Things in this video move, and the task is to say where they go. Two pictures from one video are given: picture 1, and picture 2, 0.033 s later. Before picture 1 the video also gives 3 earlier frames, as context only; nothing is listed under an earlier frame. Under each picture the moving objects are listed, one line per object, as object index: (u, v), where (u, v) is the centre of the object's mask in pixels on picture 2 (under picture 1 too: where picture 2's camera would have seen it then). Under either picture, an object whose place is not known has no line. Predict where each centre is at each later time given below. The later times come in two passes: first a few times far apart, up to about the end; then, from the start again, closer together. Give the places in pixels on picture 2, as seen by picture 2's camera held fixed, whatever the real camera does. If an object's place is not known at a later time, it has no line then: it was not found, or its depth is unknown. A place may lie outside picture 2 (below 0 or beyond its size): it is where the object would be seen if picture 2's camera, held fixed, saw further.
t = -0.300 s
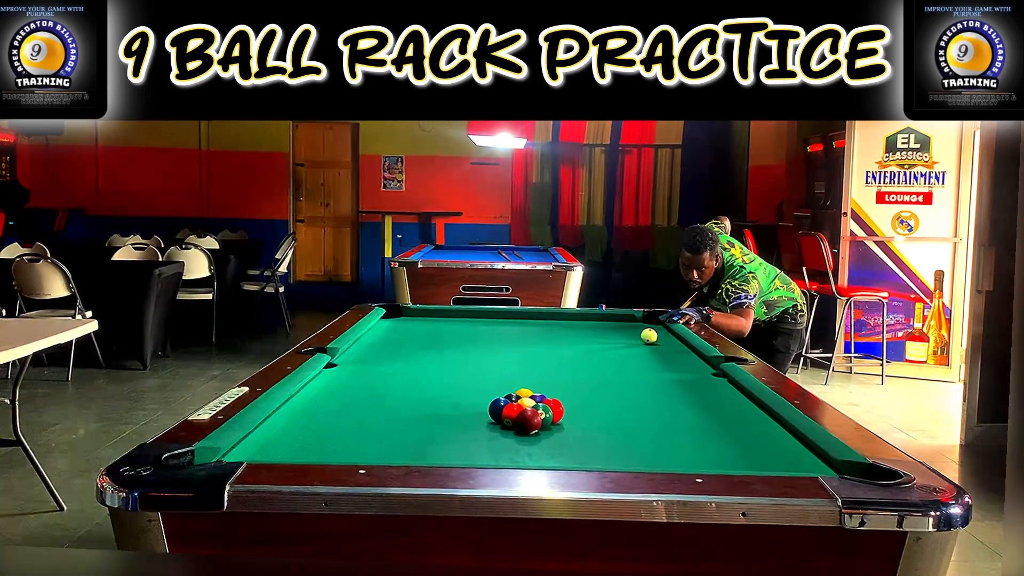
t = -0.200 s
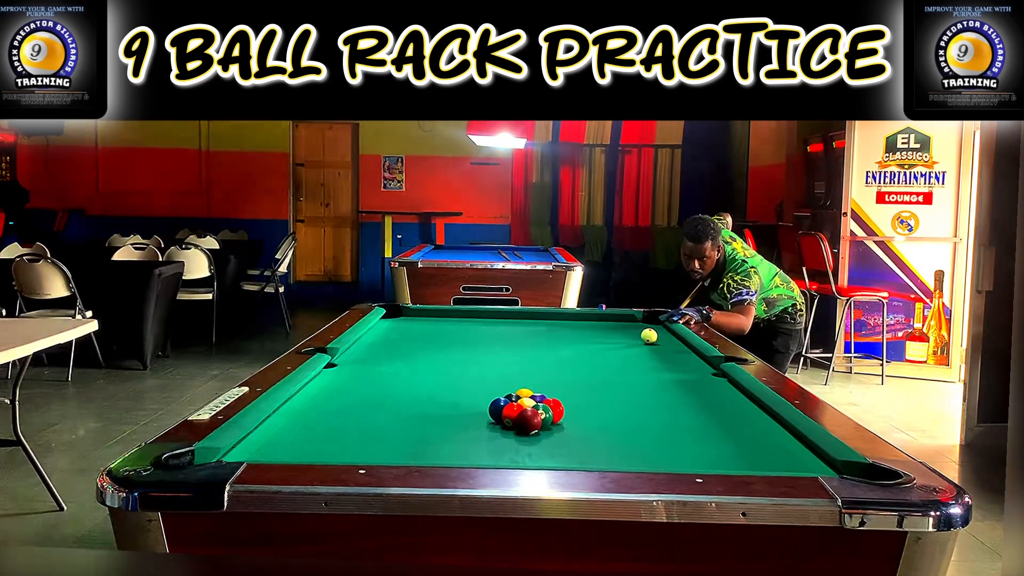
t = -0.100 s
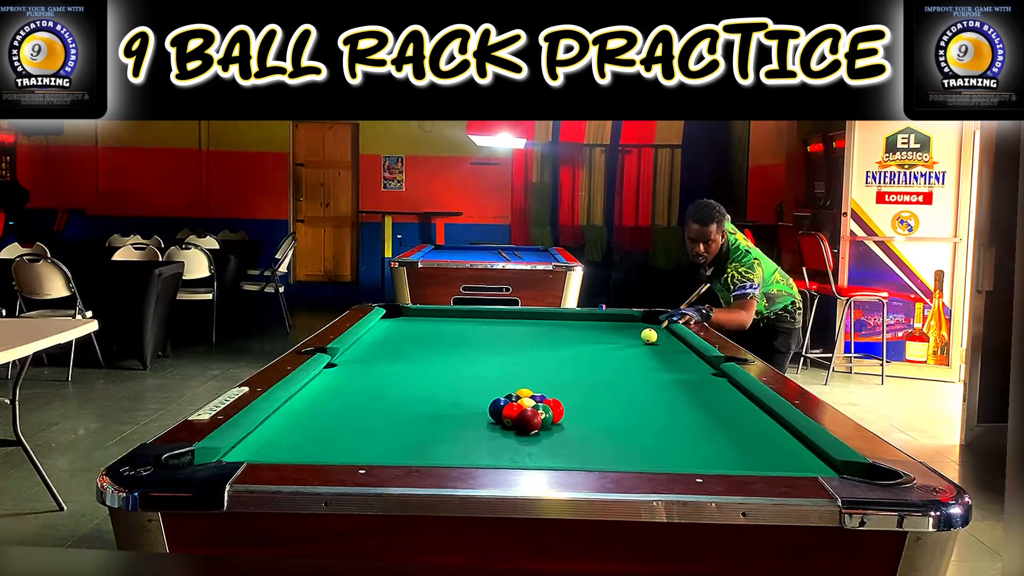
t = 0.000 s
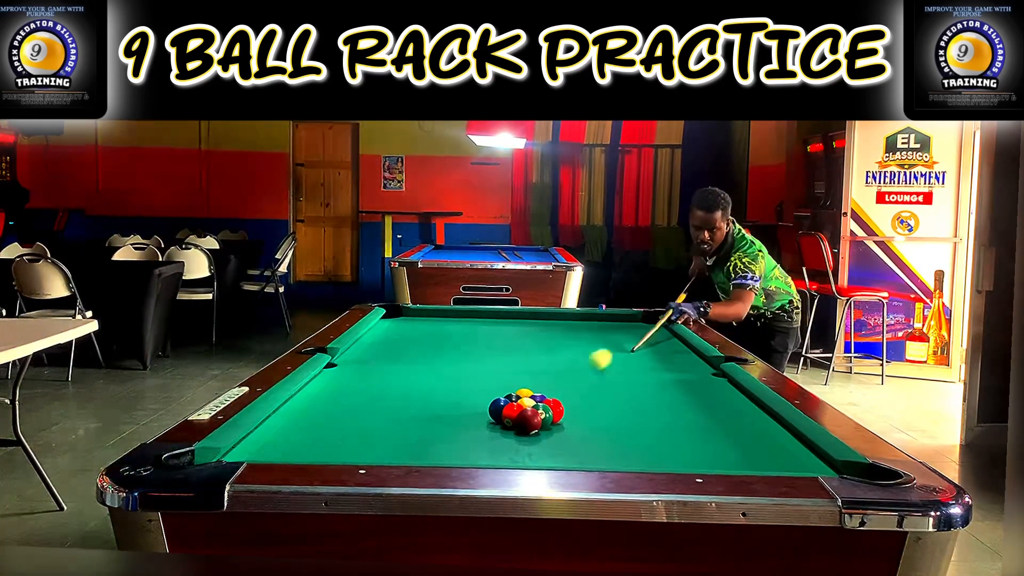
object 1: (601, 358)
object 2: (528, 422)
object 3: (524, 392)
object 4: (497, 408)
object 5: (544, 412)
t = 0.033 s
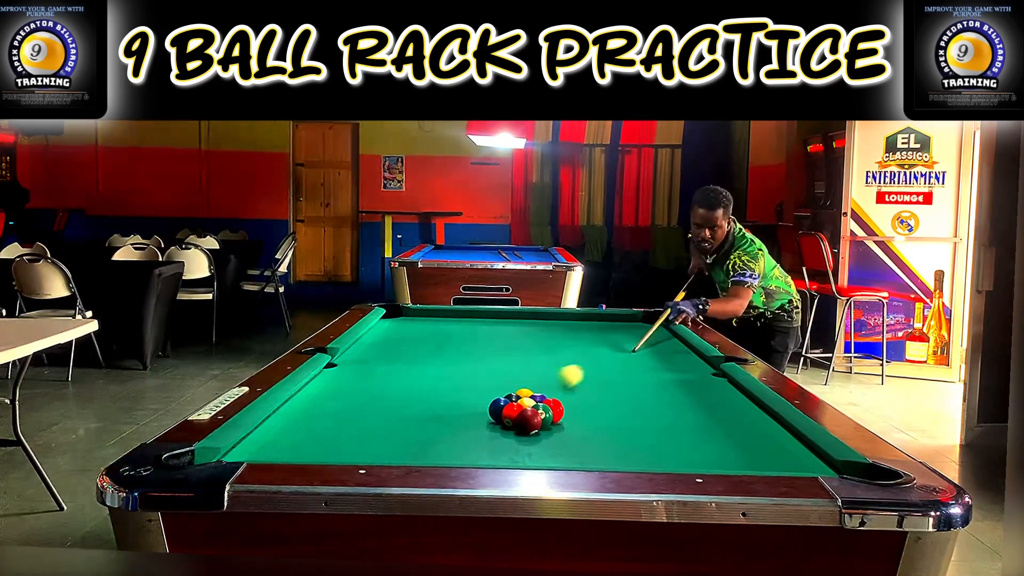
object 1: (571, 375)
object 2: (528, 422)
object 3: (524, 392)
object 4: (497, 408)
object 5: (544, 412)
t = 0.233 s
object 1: (555, 373)
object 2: (597, 457)
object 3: (455, 389)
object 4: (276, 449)
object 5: (617, 443)
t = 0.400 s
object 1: (570, 387)
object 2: (627, 452)
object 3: (403, 381)
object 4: (442, 455)
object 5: (697, 464)
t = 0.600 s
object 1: (580, 393)
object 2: (645, 426)
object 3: (345, 373)
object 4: (621, 453)
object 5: (737, 451)
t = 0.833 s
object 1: (590, 397)
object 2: (662, 404)
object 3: (373, 366)
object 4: (799, 446)
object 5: (774, 430)
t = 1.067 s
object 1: (598, 399)
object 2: (675, 386)
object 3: (425, 361)
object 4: (667, 421)
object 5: (737, 414)
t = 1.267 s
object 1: (609, 397)
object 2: (684, 373)
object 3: (464, 357)
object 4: (590, 403)
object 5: (700, 402)
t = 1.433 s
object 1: (622, 393)
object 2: (690, 364)
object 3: (495, 355)
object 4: (550, 397)
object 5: (673, 393)
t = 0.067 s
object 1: (538, 387)
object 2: (528, 422)
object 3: (523, 392)
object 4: (497, 408)
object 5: (545, 412)
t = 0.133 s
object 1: (542, 372)
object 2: (556, 437)
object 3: (494, 391)
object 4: (380, 428)
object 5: (574, 423)
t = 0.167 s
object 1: (546, 368)
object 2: (570, 445)
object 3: (479, 393)
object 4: (313, 438)
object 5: (588, 431)
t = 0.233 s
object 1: (555, 373)
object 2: (597, 457)
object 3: (455, 389)
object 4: (276, 449)
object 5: (617, 443)
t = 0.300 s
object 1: (564, 389)
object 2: (616, 460)
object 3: (433, 386)
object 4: (346, 454)
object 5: (647, 454)
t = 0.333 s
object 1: (565, 385)
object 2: (620, 457)
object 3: (423, 385)
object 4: (379, 456)
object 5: (664, 458)
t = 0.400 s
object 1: (570, 387)
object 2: (627, 452)
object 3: (403, 381)
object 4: (442, 455)
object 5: (697, 464)
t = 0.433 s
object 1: (573, 391)
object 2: (631, 447)
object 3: (392, 380)
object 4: (474, 454)
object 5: (704, 462)
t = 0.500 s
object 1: (576, 392)
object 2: (637, 438)
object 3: (373, 377)
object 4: (534, 454)
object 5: (718, 458)
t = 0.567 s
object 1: (579, 393)
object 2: (643, 430)
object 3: (353, 373)
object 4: (591, 453)
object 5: (731, 454)
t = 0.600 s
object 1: (580, 393)
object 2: (645, 426)
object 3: (345, 373)
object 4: (621, 453)
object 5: (737, 451)
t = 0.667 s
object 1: (583, 395)
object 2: (650, 419)
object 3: (332, 370)
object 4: (677, 452)
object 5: (748, 445)
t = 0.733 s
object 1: (586, 396)
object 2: (655, 413)
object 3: (349, 369)
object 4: (731, 450)
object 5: (759, 438)
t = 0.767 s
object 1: (588, 397)
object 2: (658, 410)
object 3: (357, 367)
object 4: (757, 448)
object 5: (766, 431)
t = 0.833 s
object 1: (590, 397)
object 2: (662, 404)
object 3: (373, 366)
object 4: (799, 446)
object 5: (774, 430)
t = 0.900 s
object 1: (593, 398)
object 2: (666, 398)
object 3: (389, 365)
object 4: (758, 438)
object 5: (772, 423)
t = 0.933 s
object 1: (594, 398)
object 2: (668, 395)
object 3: (396, 364)
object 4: (738, 434)
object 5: (764, 422)
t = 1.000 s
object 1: (596, 398)
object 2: (671, 390)
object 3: (411, 363)
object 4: (701, 427)
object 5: (750, 418)
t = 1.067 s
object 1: (598, 399)
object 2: (675, 386)
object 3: (425, 361)
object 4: (667, 421)
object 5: (737, 414)
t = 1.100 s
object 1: (599, 399)
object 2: (677, 384)
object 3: (432, 361)
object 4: (650, 417)
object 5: (730, 411)
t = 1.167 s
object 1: (601, 399)
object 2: (679, 379)
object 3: (445, 359)
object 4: (618, 410)
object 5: (718, 408)
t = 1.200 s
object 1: (604, 394)
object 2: (681, 377)
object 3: (452, 359)
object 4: (602, 407)
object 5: (712, 406)
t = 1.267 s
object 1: (609, 397)
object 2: (684, 373)
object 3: (464, 357)
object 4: (590, 403)
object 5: (700, 402)
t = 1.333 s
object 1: (614, 396)
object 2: (686, 369)
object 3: (477, 357)
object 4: (574, 401)
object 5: (689, 398)
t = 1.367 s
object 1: (616, 395)
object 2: (687, 368)
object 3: (483, 356)
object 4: (566, 400)
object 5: (684, 396)
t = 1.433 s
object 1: (622, 393)
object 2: (690, 364)
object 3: (495, 355)
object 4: (550, 397)
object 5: (673, 393)
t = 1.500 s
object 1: (627, 391)
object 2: (692, 361)
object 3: (506, 354)
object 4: (535, 395)
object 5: (663, 390)
